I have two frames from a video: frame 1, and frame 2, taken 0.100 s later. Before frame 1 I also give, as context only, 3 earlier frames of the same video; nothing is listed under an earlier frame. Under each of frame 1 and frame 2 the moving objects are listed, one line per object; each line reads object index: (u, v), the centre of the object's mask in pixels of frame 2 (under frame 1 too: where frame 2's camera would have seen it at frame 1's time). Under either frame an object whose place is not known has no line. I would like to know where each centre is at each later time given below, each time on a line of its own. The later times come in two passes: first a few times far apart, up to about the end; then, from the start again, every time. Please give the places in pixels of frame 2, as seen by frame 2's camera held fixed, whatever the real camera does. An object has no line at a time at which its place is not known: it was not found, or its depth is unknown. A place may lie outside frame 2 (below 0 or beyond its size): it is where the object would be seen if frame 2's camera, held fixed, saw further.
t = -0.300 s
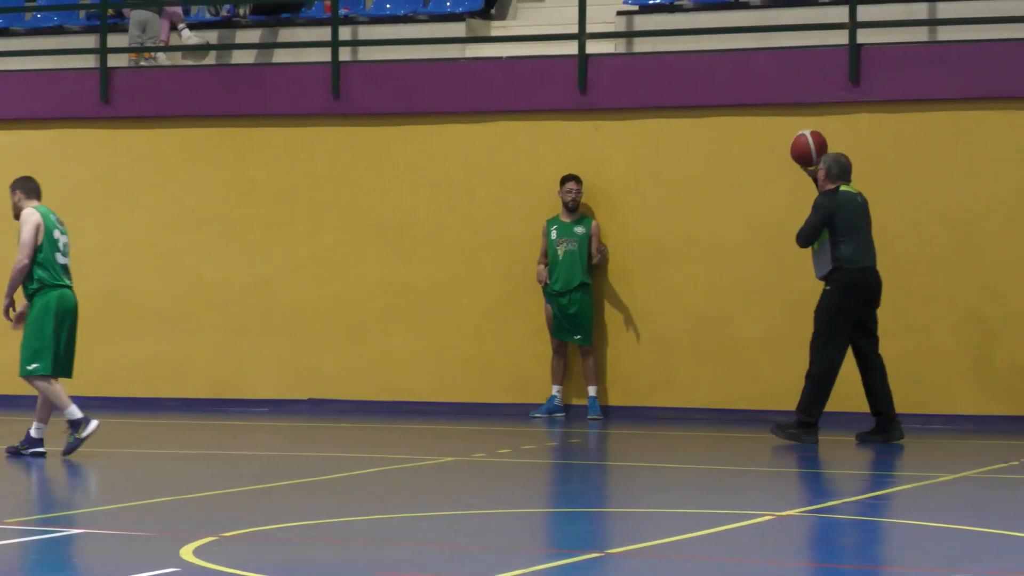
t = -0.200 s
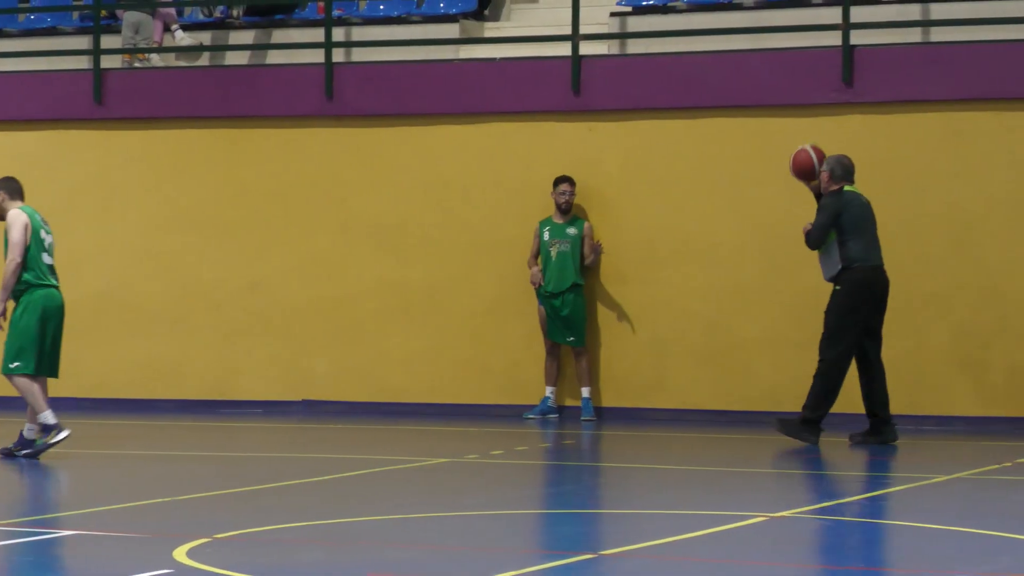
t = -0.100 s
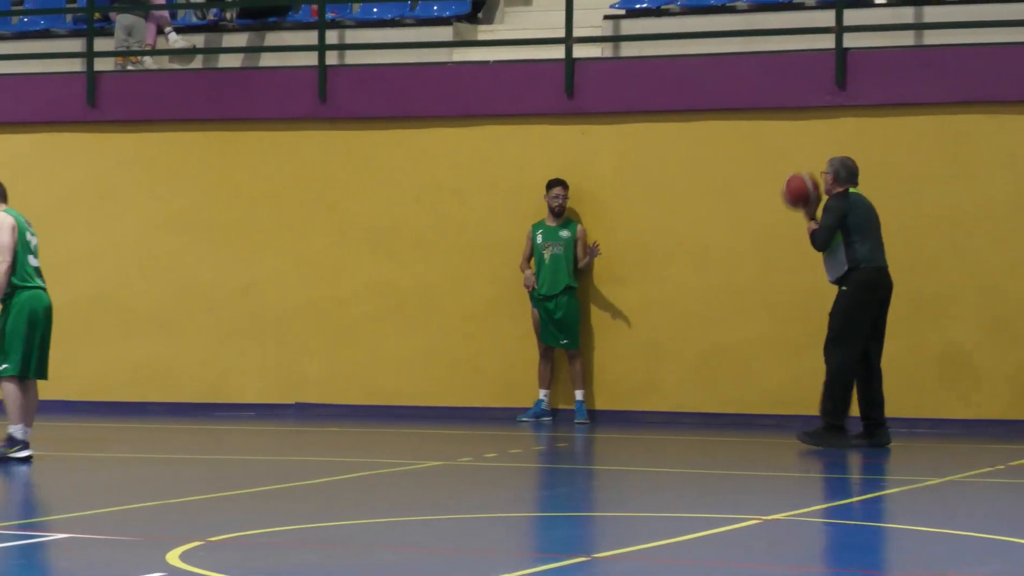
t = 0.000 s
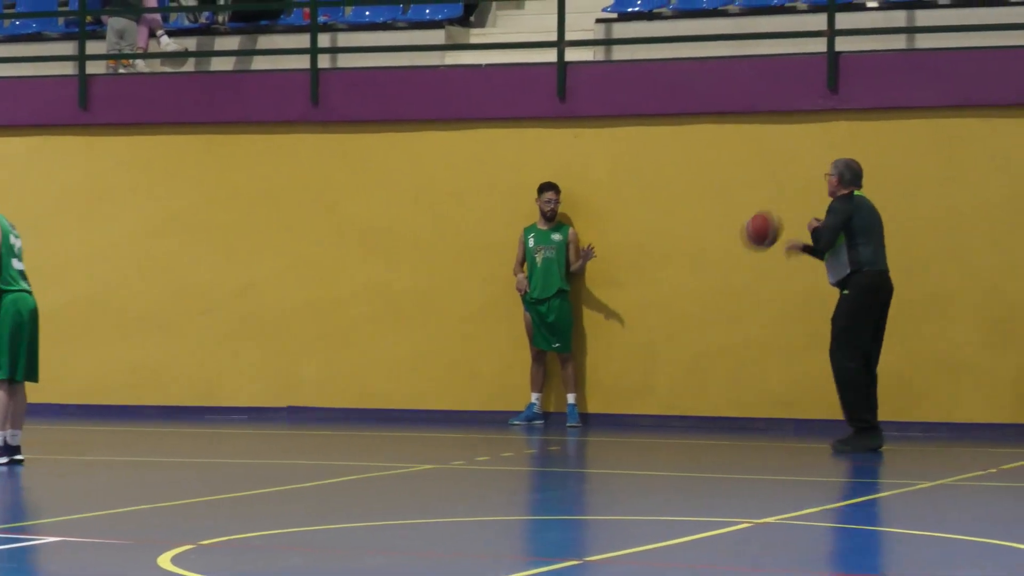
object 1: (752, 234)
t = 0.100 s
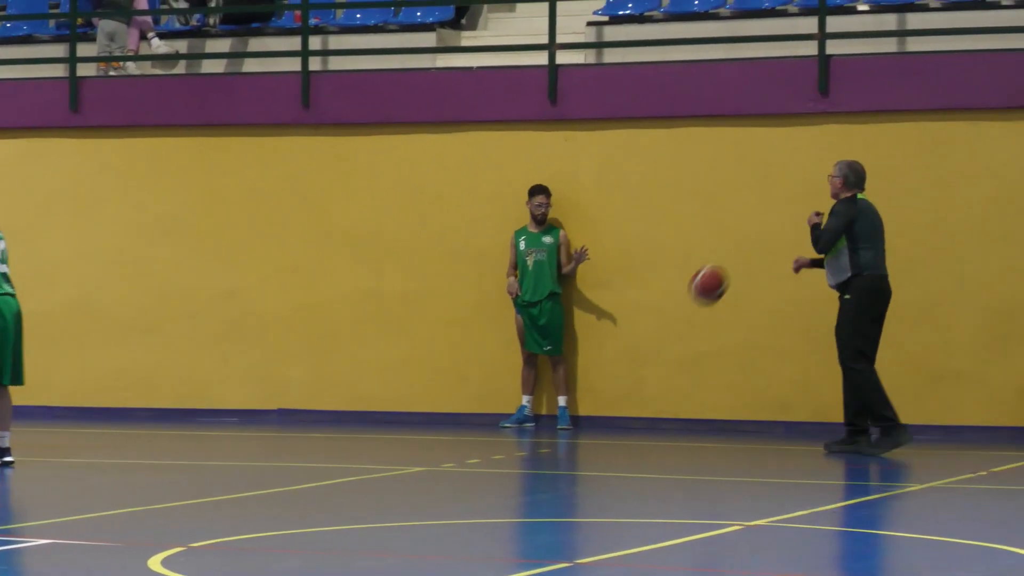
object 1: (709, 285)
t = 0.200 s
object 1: (667, 349)
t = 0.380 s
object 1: (614, 377)
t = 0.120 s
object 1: (700, 297)
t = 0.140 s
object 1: (692, 309)
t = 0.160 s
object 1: (683, 322)
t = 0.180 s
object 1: (675, 335)
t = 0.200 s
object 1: (667, 349)
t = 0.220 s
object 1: (659, 364)
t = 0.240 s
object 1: (651, 378)
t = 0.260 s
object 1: (643, 394)
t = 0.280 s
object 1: (634, 410)
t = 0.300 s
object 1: (628, 419)
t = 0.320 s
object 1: (624, 407)
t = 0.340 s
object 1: (620, 397)
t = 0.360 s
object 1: (617, 386)
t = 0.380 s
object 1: (614, 377)
